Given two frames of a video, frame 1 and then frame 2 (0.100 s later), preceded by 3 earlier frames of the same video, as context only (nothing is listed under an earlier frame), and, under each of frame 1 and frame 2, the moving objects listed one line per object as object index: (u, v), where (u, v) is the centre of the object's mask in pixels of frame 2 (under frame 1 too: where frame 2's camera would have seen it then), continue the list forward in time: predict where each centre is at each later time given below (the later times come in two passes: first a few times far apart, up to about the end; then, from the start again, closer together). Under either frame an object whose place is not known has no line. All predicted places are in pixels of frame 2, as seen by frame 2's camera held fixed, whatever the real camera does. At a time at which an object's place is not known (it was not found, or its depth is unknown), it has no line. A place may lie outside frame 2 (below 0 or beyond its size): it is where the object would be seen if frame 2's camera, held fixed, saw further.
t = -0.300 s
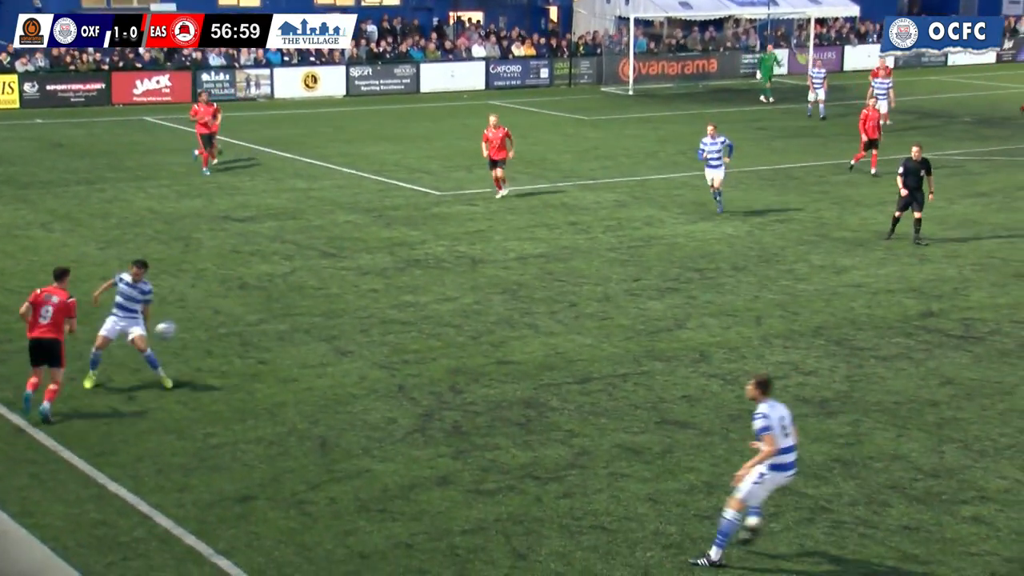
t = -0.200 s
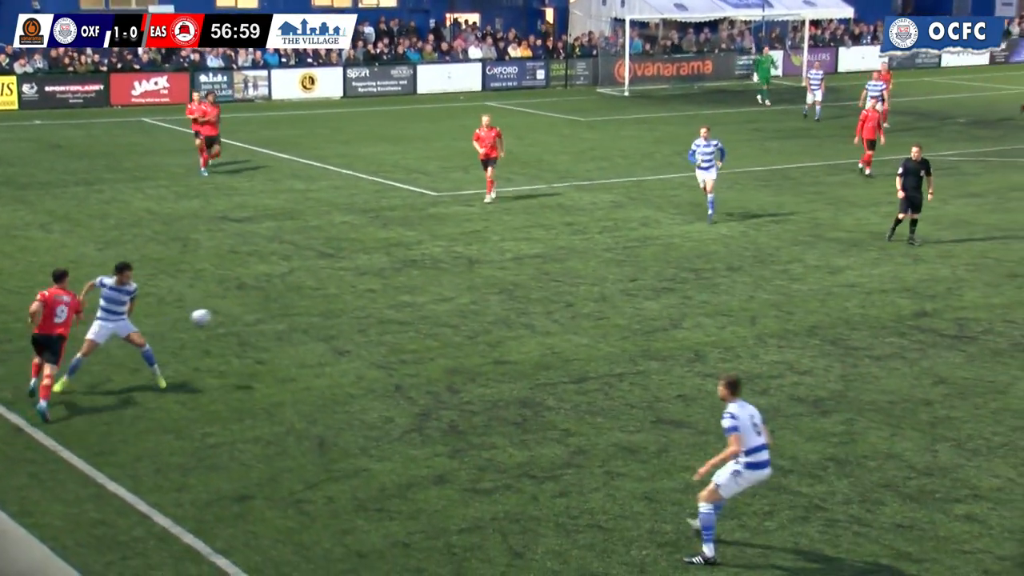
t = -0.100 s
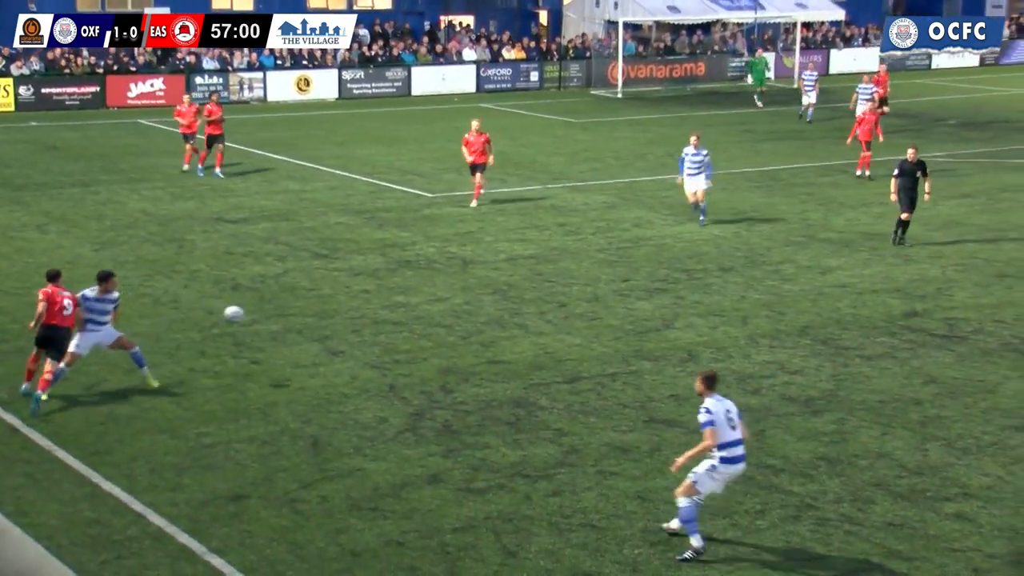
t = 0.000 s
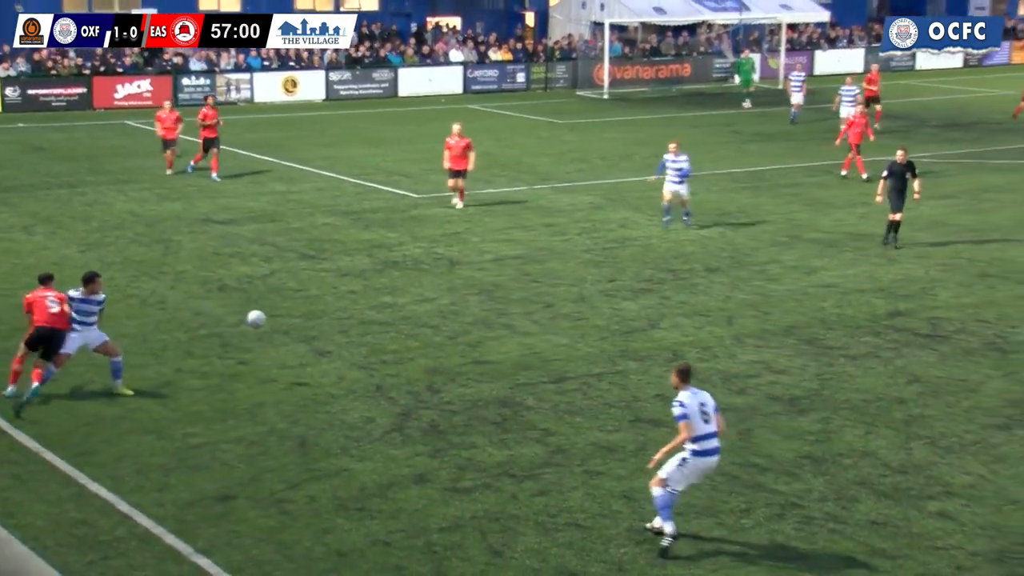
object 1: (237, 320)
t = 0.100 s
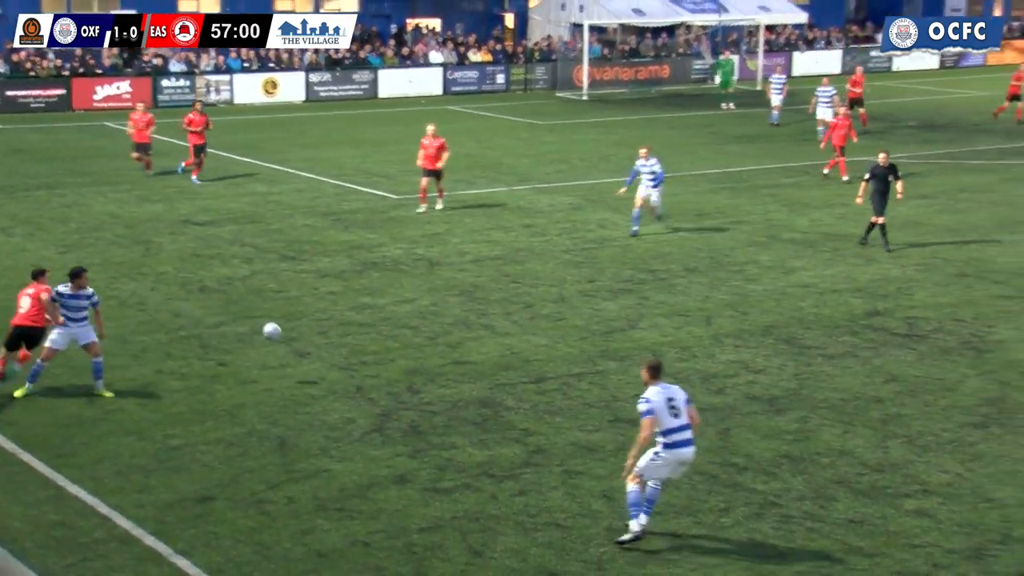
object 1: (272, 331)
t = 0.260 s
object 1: (327, 364)
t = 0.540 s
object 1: (396, 340)
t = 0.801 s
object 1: (459, 363)
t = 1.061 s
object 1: (522, 357)
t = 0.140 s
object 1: (285, 337)
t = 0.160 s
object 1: (292, 341)
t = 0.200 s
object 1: (306, 349)
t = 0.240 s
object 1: (320, 359)
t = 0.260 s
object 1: (327, 364)
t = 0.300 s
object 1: (338, 365)
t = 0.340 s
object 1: (348, 358)
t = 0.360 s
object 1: (353, 355)
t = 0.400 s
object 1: (362, 349)
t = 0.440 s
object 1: (372, 345)
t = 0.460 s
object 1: (376, 344)
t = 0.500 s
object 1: (387, 341)
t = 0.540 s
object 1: (396, 340)
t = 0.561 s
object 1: (401, 340)
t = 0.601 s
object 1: (410, 340)
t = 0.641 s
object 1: (420, 342)
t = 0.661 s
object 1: (425, 344)
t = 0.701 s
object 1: (435, 348)
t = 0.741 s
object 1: (444, 352)
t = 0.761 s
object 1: (450, 356)
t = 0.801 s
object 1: (459, 363)
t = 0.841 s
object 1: (469, 365)
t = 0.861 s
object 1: (474, 362)
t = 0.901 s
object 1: (484, 359)
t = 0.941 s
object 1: (493, 357)
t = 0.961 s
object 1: (498, 356)
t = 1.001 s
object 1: (507, 355)
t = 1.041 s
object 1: (518, 356)
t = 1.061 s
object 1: (522, 357)
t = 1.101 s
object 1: (532, 359)
